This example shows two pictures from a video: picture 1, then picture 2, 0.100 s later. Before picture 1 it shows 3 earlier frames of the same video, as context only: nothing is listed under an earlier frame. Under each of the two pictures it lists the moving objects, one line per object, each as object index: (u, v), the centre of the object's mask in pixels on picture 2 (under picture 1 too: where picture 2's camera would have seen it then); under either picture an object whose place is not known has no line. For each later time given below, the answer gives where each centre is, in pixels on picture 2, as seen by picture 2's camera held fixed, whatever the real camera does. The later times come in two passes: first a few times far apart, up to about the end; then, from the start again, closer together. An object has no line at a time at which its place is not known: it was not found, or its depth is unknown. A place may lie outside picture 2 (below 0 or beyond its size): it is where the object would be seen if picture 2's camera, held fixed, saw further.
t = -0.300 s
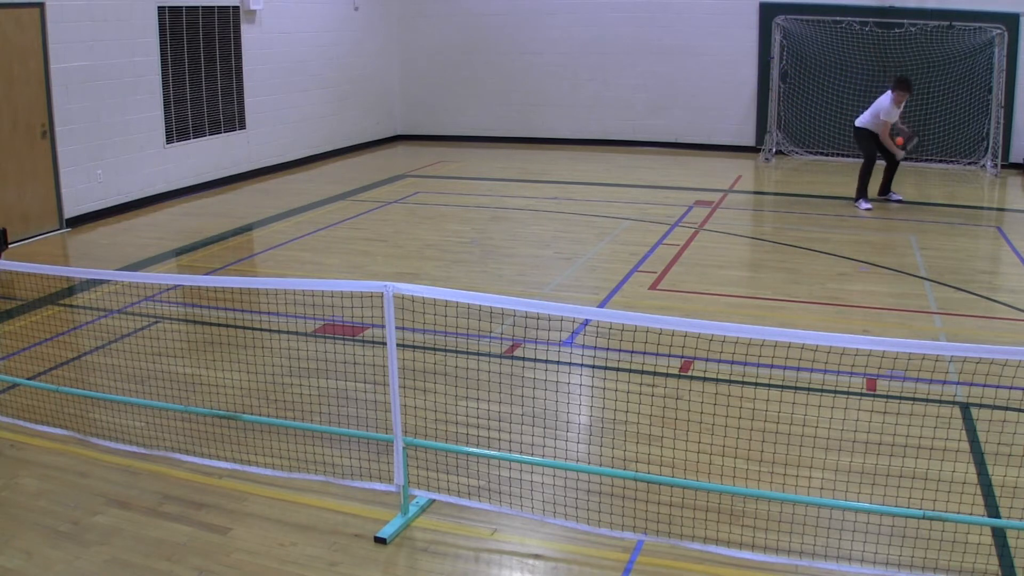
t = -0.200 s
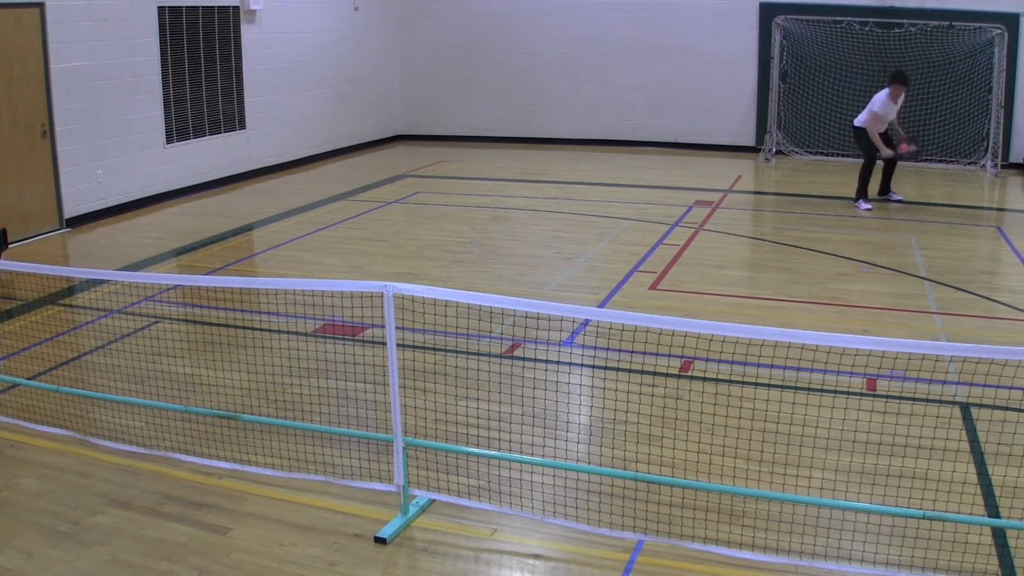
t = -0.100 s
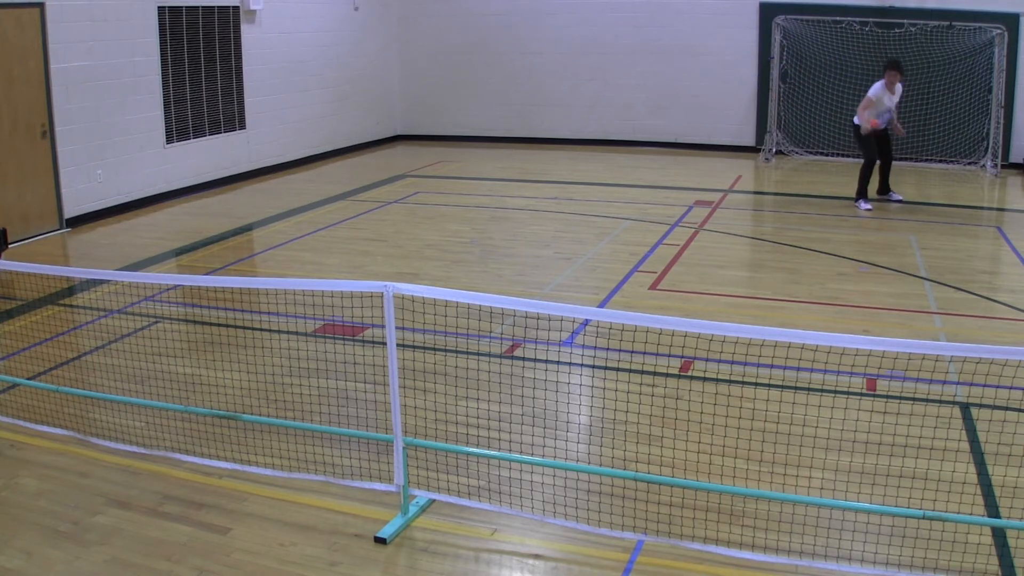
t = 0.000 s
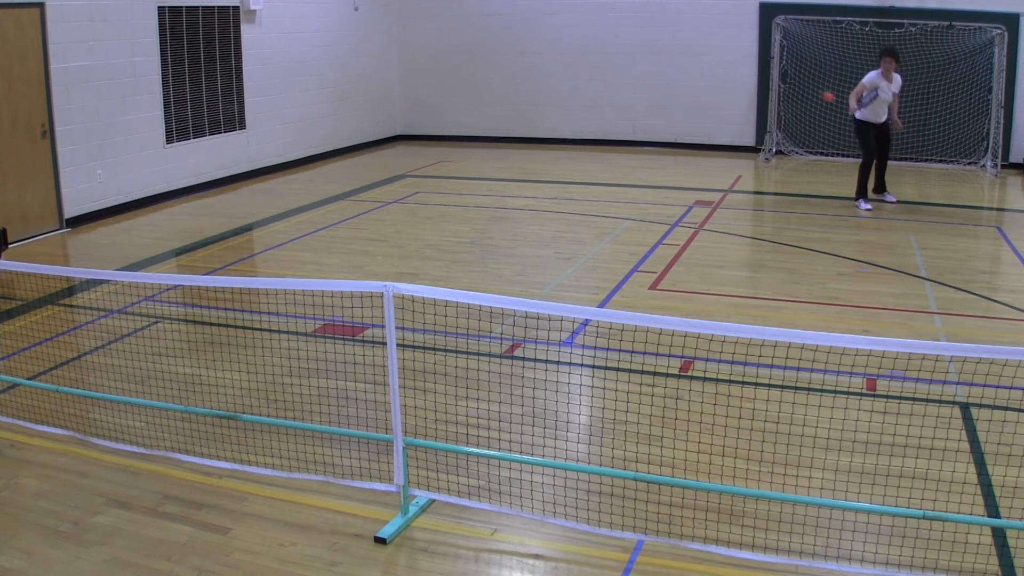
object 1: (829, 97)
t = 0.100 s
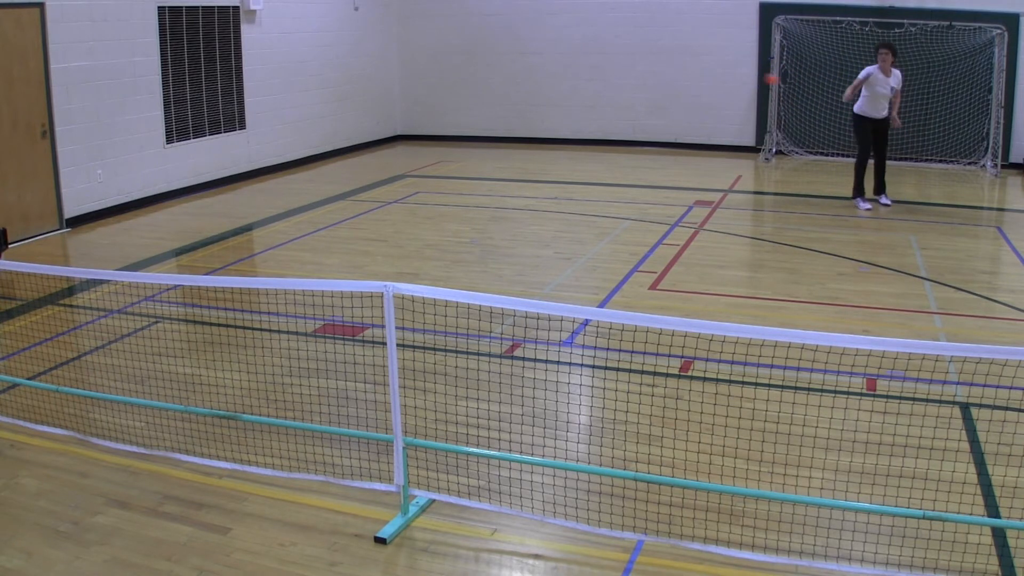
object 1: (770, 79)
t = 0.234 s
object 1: (675, 76)
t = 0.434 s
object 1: (458, 144)
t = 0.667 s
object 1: (178, 374)
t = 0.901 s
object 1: (191, 417)
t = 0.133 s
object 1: (751, 76)
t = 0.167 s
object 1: (727, 74)
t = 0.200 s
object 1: (702, 74)
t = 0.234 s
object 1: (675, 76)
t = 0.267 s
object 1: (646, 80)
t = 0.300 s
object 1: (613, 86)
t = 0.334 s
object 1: (580, 95)
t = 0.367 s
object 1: (542, 108)
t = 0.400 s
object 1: (501, 125)
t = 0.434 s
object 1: (458, 144)
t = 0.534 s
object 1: (303, 234)
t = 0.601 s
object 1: (199, 317)
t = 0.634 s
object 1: (181, 348)
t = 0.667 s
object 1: (178, 374)
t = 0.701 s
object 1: (179, 396)
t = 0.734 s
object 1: (183, 417)
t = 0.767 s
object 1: (191, 423)
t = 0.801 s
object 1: (193, 422)
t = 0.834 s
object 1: (193, 422)
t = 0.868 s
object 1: (192, 419)
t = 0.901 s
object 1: (191, 417)
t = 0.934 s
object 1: (190, 414)
